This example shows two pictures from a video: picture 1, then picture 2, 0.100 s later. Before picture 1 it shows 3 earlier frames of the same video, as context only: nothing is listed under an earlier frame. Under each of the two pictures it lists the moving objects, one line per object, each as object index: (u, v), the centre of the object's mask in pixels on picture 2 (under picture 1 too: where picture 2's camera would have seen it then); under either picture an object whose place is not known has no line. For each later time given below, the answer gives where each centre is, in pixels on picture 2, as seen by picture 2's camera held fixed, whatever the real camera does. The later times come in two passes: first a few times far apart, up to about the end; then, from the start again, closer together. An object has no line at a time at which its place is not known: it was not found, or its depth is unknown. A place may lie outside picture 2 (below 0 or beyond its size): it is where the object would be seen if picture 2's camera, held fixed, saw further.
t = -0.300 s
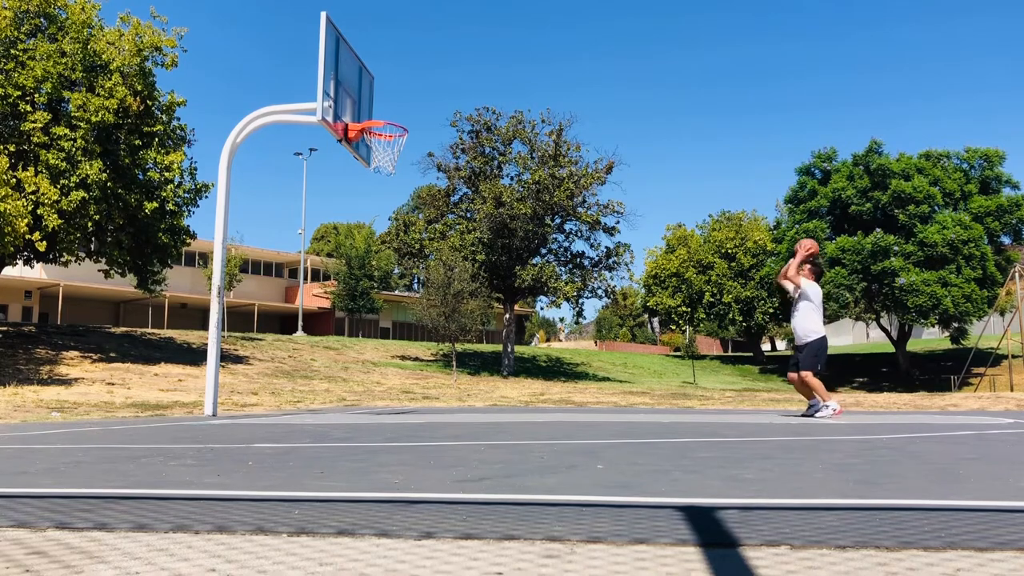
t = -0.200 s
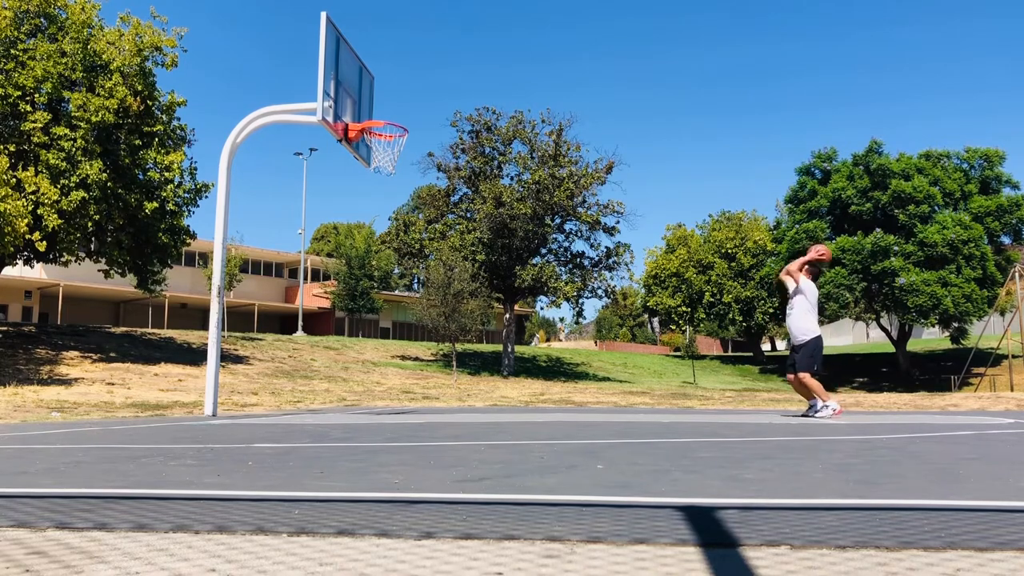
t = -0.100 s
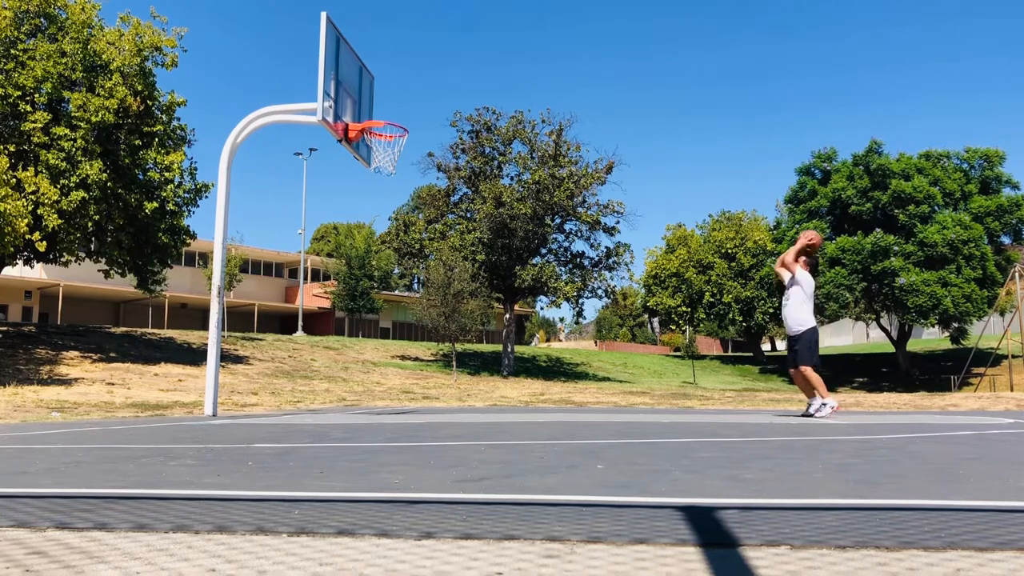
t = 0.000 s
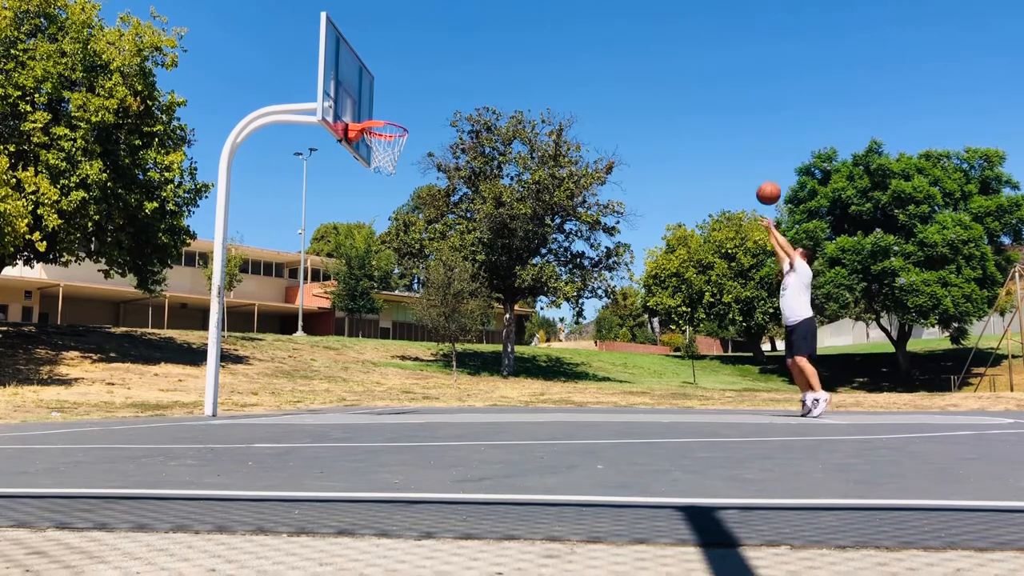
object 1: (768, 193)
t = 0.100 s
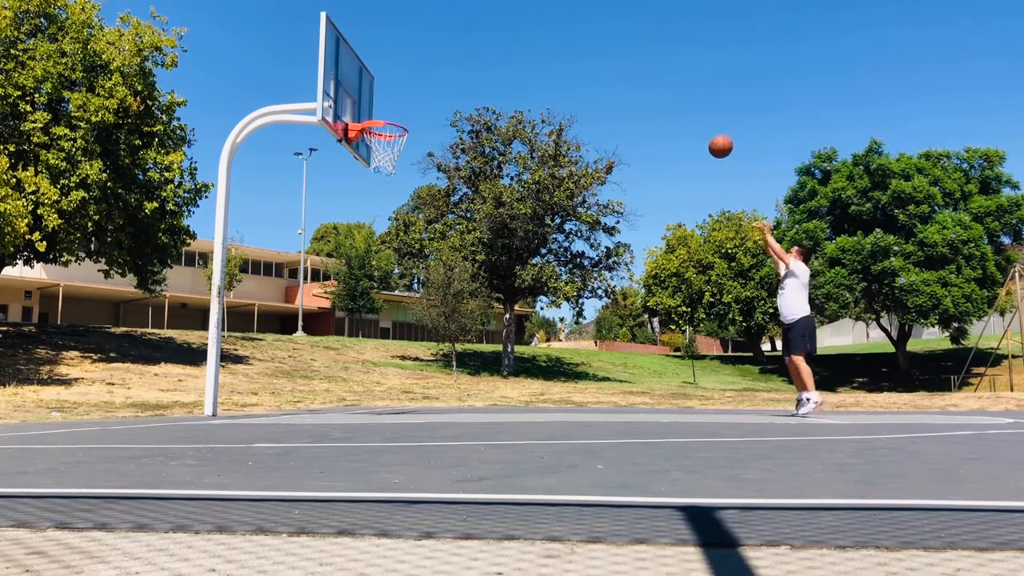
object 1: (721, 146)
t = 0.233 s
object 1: (659, 99)
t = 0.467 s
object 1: (556, 59)
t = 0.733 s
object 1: (442, 73)
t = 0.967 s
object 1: (364, 101)
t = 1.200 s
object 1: (374, 56)
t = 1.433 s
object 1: (388, 60)
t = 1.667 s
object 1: (403, 113)
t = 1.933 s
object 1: (408, 111)
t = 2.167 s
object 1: (411, 157)
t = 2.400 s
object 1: (413, 256)
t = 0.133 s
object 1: (705, 133)
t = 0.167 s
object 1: (689, 120)
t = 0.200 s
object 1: (674, 109)
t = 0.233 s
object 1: (659, 99)
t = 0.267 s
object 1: (644, 91)
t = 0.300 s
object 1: (629, 83)
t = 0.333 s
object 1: (614, 76)
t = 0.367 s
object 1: (599, 70)
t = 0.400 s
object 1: (585, 66)
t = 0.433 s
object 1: (570, 62)
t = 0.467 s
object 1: (556, 59)
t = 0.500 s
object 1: (541, 57)
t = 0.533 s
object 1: (527, 56)
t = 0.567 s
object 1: (513, 57)
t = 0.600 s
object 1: (498, 58)
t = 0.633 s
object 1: (485, 61)
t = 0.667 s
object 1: (470, 63)
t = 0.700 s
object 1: (456, 68)
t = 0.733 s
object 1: (442, 73)
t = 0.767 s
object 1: (428, 79)
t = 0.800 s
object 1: (414, 86)
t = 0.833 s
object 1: (400, 95)
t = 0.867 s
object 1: (386, 103)
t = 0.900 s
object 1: (372, 112)
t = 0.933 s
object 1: (365, 112)
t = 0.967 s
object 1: (364, 101)
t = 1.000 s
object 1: (361, 90)
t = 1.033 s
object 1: (363, 82)
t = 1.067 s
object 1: (366, 75)
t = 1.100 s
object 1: (367, 69)
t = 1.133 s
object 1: (370, 63)
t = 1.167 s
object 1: (372, 59)
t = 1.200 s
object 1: (374, 56)
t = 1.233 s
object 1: (376, 53)
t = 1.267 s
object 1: (379, 52)
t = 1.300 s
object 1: (381, 51)
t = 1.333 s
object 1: (383, 52)
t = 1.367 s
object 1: (384, 53)
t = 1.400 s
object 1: (386, 56)
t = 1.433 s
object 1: (388, 60)
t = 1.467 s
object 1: (390, 64)
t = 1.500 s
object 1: (393, 70)
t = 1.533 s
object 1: (395, 76)
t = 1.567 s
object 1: (397, 84)
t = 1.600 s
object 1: (399, 92)
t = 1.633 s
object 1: (401, 102)
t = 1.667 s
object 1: (403, 113)
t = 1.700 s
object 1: (403, 115)
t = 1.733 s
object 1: (404, 113)
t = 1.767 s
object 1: (405, 110)
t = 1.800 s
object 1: (405, 108)
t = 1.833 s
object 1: (406, 108)
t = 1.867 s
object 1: (406, 108)
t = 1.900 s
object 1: (407, 109)
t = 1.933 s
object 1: (408, 111)
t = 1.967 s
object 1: (408, 114)
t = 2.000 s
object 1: (409, 119)
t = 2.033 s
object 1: (409, 125)
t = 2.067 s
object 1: (410, 131)
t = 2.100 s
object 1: (410, 139)
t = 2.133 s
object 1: (411, 147)
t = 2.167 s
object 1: (411, 157)
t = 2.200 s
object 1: (412, 168)
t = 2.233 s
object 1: (412, 180)
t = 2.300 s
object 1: (412, 206)
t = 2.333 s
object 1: (412, 220)
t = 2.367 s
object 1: (413, 237)
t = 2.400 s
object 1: (413, 256)
